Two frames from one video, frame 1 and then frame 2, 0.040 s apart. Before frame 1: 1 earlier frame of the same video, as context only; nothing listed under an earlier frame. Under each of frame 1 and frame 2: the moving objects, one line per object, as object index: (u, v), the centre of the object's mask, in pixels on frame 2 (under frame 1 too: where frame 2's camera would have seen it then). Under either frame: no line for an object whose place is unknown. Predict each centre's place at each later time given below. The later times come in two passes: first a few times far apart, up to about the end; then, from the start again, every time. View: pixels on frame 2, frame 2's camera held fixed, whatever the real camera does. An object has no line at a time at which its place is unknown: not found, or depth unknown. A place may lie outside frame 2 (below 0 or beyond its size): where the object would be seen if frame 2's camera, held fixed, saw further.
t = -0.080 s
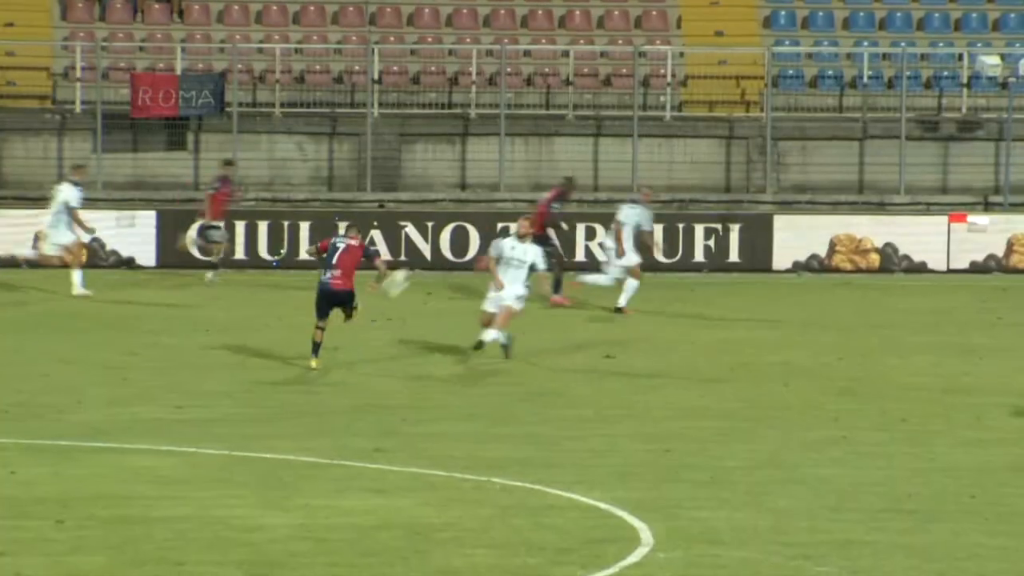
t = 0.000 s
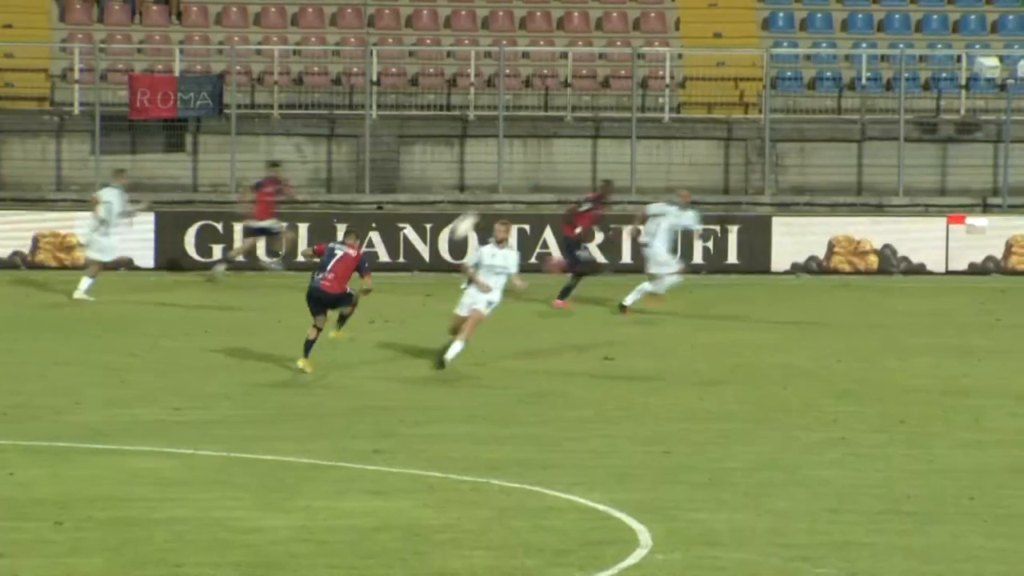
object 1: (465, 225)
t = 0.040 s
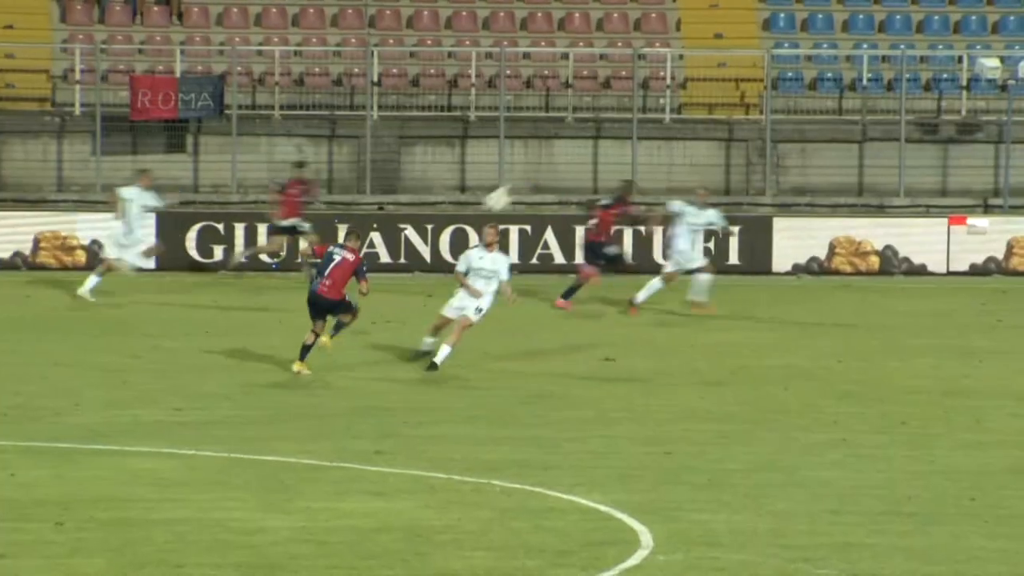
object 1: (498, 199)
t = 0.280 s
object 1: (697, 78)
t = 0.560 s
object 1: (926, 18)
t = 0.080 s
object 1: (533, 174)
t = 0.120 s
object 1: (567, 150)
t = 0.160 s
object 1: (599, 130)
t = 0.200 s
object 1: (632, 110)
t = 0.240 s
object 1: (666, 94)
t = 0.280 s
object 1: (697, 78)
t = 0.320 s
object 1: (730, 65)
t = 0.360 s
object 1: (763, 53)
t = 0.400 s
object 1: (795, 42)
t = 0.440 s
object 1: (827, 35)
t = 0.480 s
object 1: (860, 28)
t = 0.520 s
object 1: (892, 22)
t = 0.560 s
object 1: (926, 18)
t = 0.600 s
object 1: (957, 16)
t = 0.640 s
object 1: (989, 15)
